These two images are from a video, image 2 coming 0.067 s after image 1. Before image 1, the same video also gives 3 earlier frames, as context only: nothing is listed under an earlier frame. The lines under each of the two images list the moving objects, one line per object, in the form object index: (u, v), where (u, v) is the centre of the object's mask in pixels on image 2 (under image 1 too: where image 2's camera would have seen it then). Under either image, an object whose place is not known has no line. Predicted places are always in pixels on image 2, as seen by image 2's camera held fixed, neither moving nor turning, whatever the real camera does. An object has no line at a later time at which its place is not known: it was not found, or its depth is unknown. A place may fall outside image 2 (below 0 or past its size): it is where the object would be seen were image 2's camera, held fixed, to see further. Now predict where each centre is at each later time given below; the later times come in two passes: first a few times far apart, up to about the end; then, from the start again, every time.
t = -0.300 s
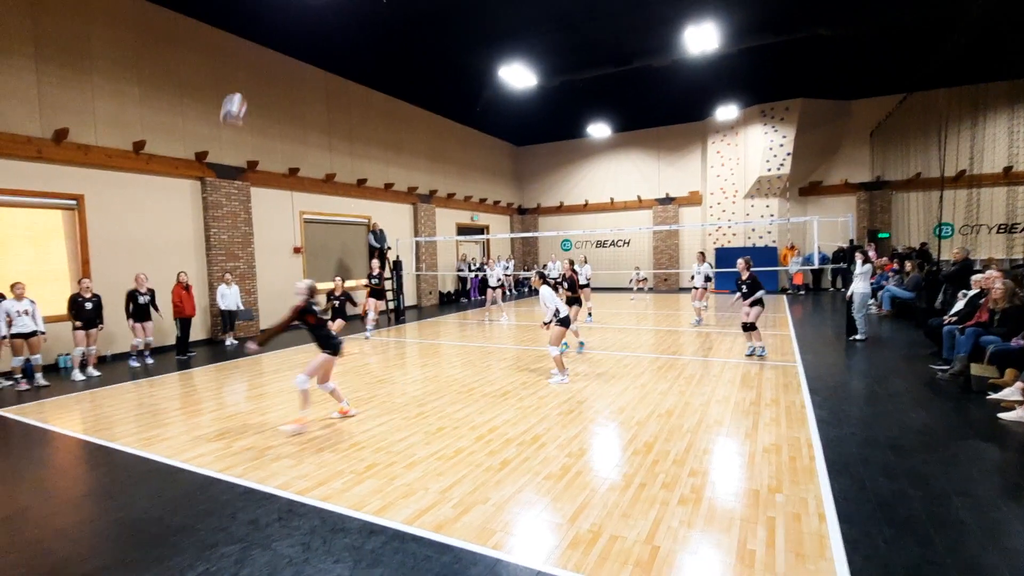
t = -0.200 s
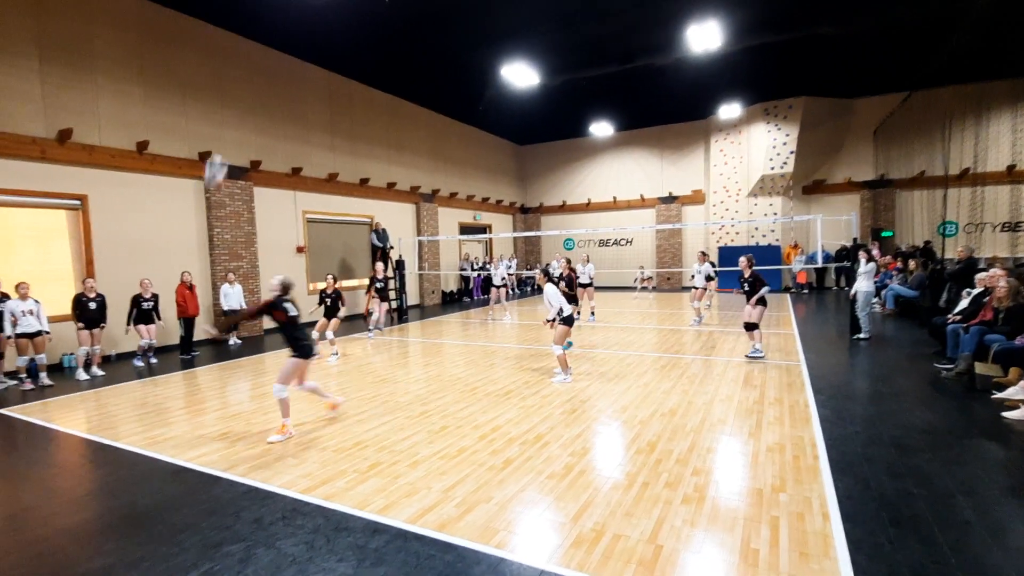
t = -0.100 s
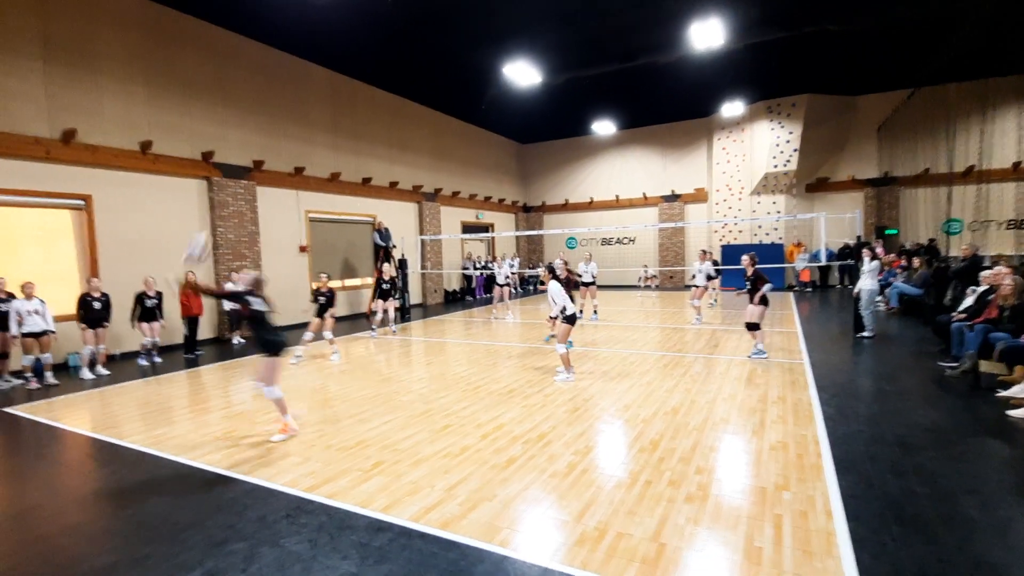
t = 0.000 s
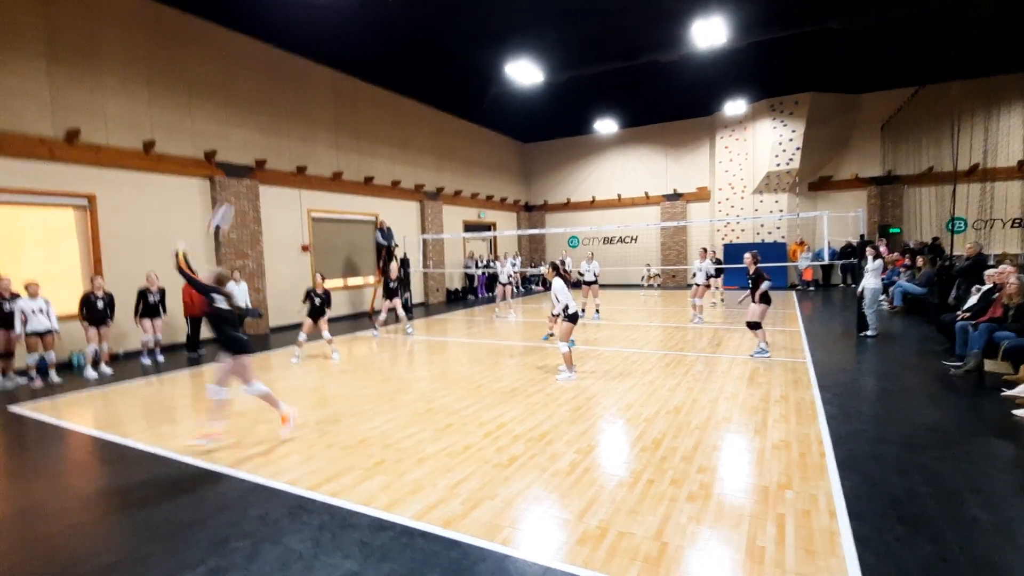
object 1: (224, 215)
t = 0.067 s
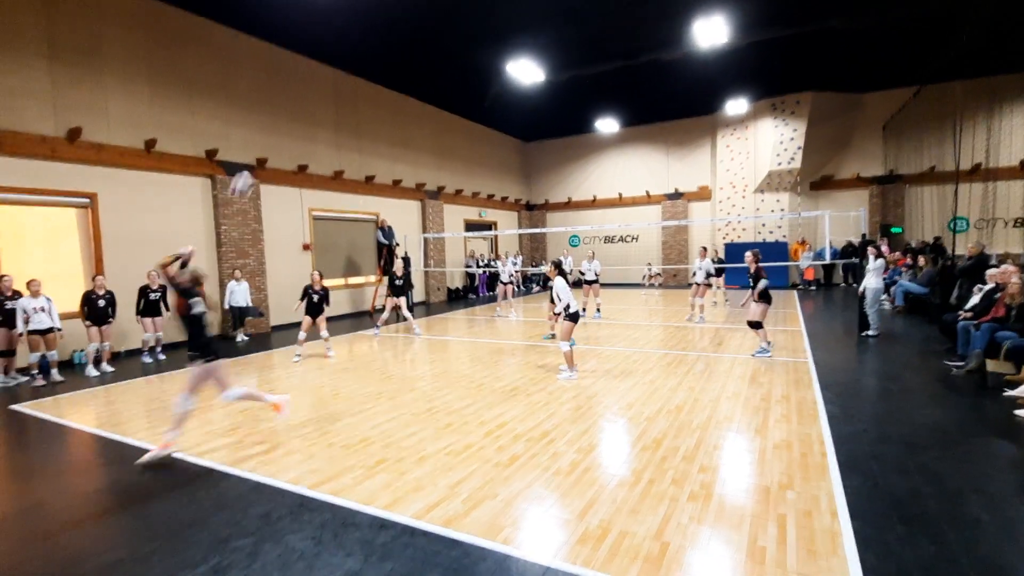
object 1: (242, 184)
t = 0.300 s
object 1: (306, 116)
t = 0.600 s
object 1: (371, 107)
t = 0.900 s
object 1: (423, 157)
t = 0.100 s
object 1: (252, 170)
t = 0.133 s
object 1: (262, 158)
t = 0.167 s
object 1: (272, 147)
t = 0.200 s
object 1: (281, 137)
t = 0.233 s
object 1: (290, 129)
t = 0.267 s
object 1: (297, 122)
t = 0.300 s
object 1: (306, 116)
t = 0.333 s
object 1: (315, 111)
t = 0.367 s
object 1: (323, 108)
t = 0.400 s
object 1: (330, 105)
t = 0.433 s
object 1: (338, 103)
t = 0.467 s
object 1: (345, 103)
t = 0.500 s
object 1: (351, 102)
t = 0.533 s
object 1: (359, 103)
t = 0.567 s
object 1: (365, 105)
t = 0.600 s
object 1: (371, 107)
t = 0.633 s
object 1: (378, 110)
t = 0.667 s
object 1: (384, 114)
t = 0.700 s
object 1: (390, 118)
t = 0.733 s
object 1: (396, 123)
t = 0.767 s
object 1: (402, 129)
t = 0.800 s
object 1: (407, 135)
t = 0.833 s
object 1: (412, 142)
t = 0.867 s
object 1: (418, 148)
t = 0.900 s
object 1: (423, 157)
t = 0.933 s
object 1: (428, 165)
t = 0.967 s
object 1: (432, 173)
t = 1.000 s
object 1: (438, 183)
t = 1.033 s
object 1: (442, 192)
